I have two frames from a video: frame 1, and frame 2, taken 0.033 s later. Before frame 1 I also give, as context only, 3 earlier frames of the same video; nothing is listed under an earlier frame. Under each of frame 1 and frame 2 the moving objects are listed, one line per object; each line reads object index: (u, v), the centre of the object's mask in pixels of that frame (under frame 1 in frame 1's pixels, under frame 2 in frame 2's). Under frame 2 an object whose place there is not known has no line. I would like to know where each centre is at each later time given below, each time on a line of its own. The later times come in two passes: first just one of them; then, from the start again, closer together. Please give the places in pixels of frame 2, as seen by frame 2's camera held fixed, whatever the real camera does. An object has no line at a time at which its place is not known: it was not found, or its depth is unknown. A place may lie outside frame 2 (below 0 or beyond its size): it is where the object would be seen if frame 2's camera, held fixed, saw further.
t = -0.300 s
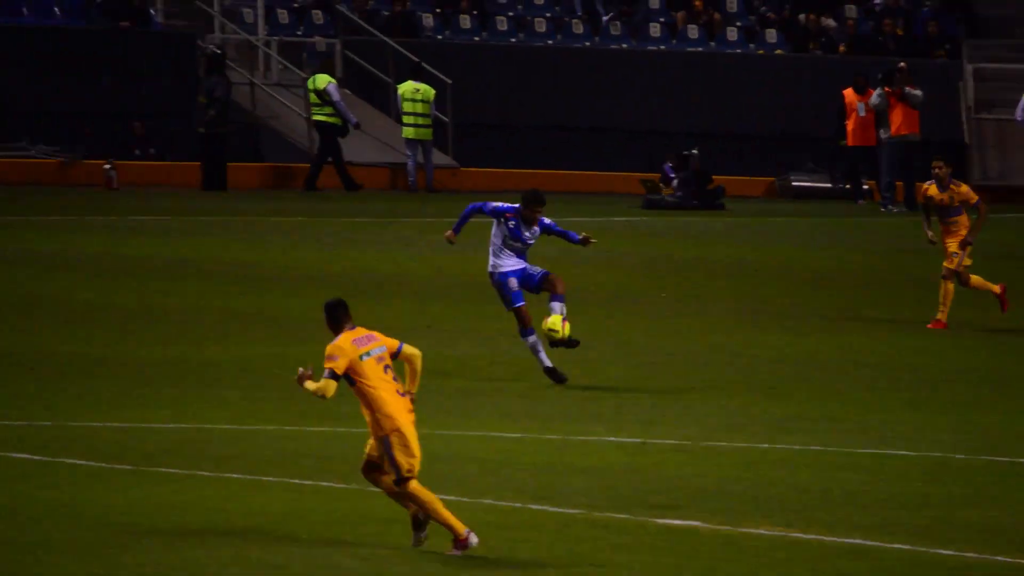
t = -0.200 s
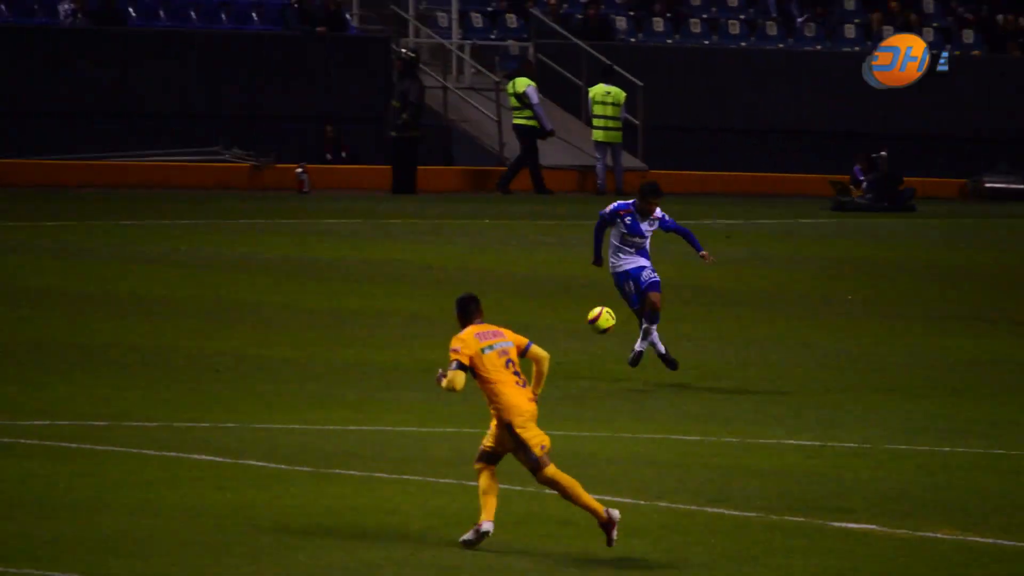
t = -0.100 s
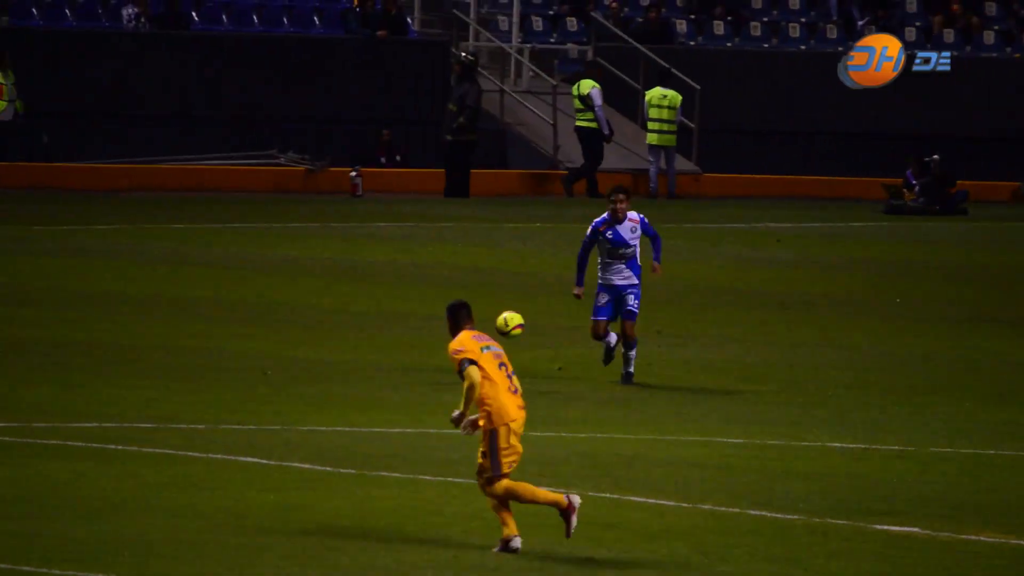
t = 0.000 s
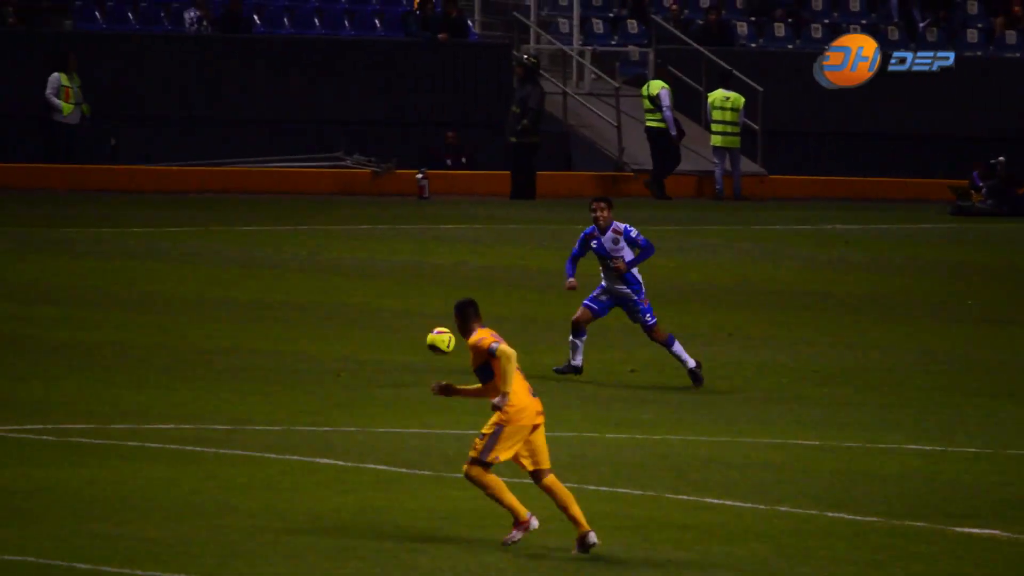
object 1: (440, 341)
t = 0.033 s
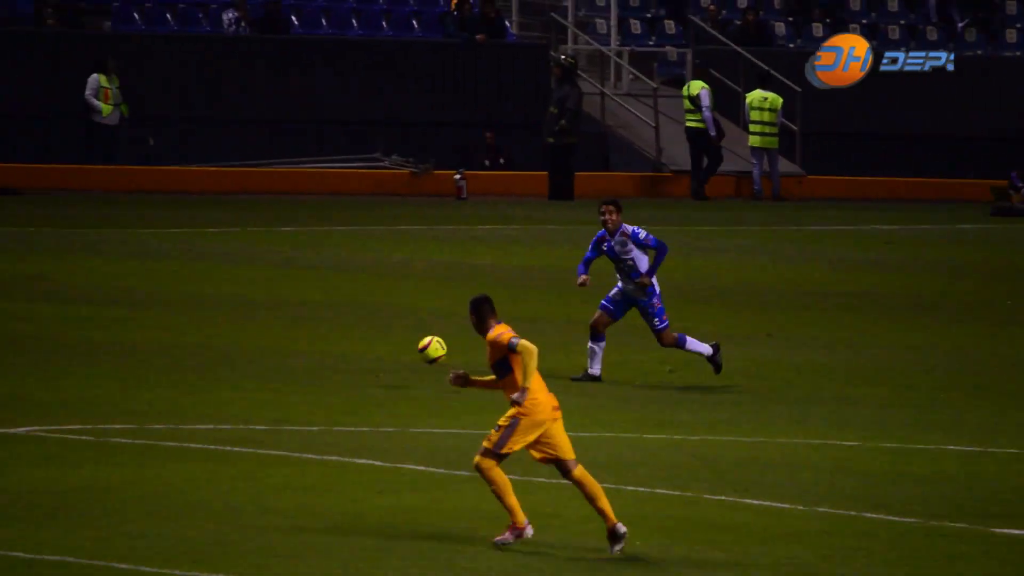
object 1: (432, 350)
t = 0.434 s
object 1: (-96, 376)
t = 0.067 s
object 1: (385, 360)
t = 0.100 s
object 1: (338, 372)
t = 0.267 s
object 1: (126, 362)
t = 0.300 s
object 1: (81, 362)
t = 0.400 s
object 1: (-51, 370)
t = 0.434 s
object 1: (-96, 376)
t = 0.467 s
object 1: (-142, 384)
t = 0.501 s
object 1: (-185, 382)
